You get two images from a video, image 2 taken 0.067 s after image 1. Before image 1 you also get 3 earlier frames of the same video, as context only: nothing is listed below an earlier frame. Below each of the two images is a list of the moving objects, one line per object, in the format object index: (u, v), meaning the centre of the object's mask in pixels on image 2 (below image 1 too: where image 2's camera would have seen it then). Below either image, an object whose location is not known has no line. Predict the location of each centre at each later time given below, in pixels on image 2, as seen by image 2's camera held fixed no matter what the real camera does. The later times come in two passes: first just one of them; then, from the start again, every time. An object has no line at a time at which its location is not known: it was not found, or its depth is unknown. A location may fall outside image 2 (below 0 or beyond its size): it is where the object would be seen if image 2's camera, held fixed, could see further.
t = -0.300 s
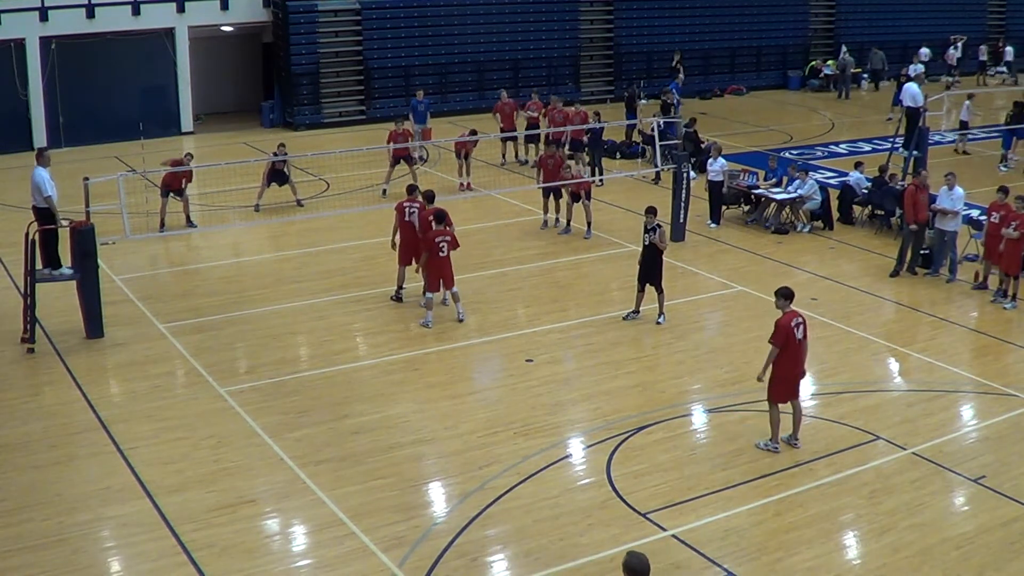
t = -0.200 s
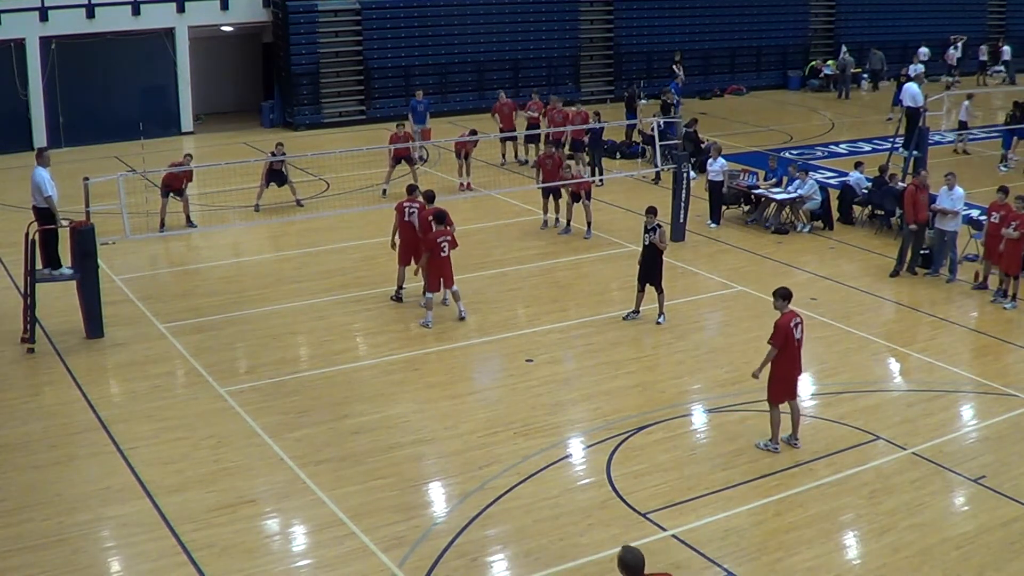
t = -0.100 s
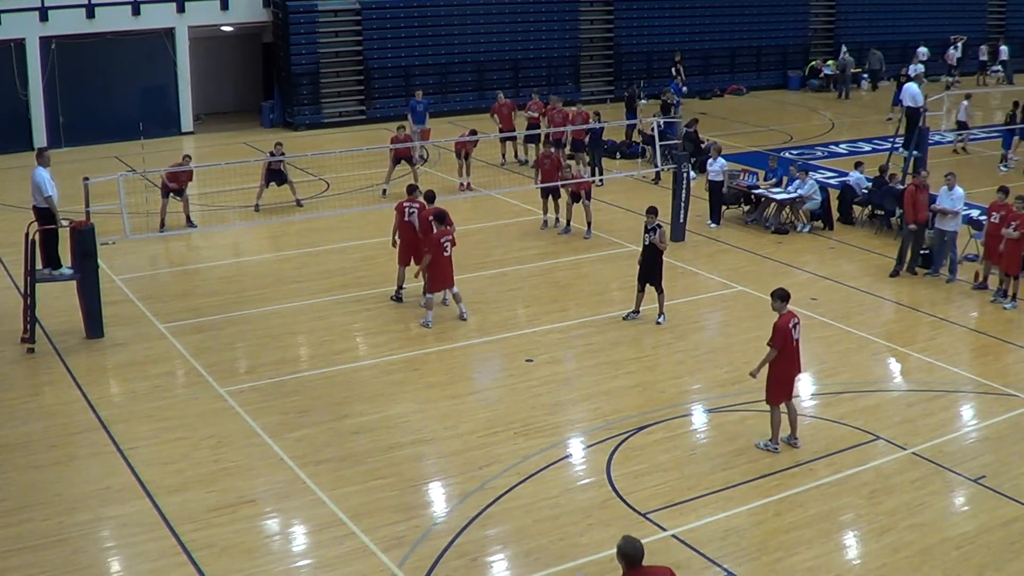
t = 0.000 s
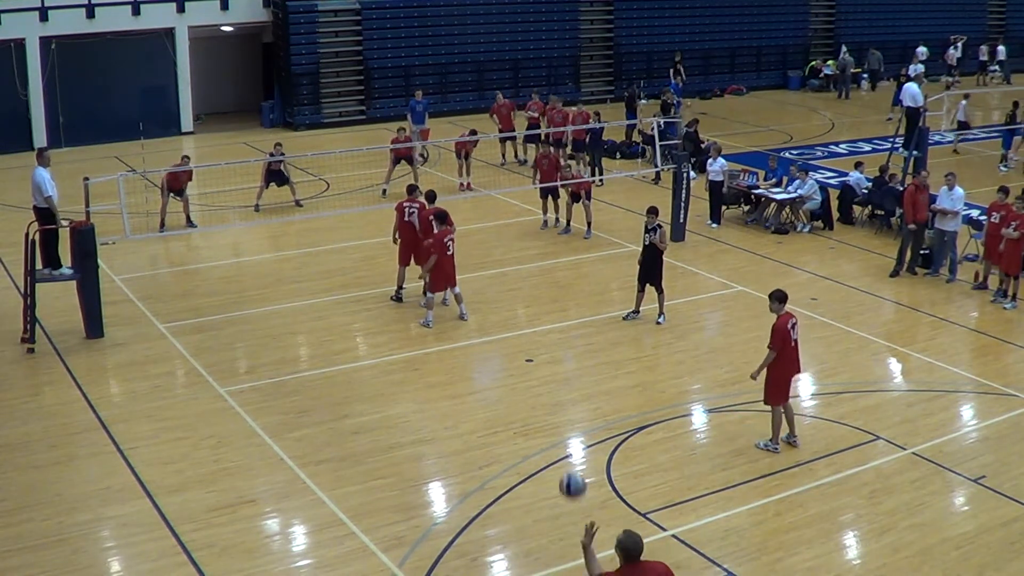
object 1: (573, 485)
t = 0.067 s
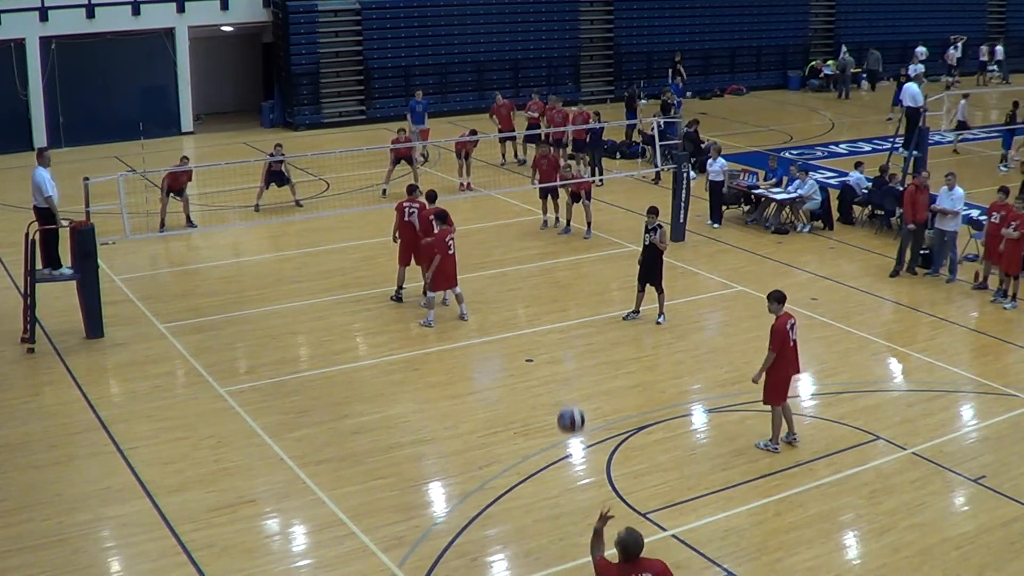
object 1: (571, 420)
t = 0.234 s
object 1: (566, 275)
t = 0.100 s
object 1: (570, 389)
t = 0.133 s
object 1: (569, 358)
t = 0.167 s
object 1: (568, 330)
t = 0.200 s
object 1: (566, 301)
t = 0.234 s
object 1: (566, 275)
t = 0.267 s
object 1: (564, 249)
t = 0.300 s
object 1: (563, 226)
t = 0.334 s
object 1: (562, 203)
